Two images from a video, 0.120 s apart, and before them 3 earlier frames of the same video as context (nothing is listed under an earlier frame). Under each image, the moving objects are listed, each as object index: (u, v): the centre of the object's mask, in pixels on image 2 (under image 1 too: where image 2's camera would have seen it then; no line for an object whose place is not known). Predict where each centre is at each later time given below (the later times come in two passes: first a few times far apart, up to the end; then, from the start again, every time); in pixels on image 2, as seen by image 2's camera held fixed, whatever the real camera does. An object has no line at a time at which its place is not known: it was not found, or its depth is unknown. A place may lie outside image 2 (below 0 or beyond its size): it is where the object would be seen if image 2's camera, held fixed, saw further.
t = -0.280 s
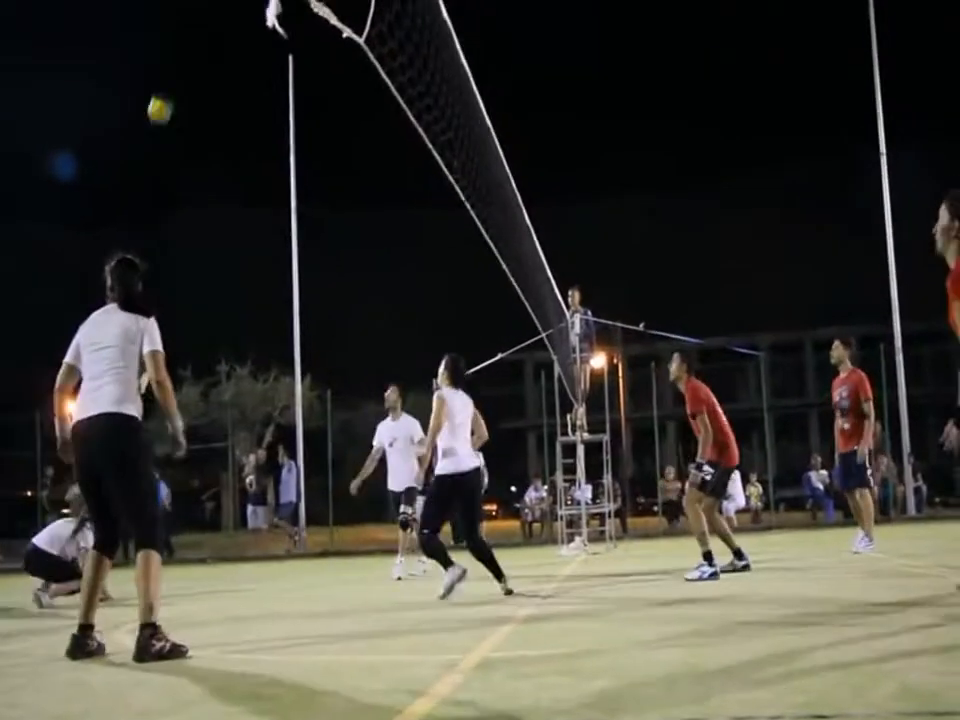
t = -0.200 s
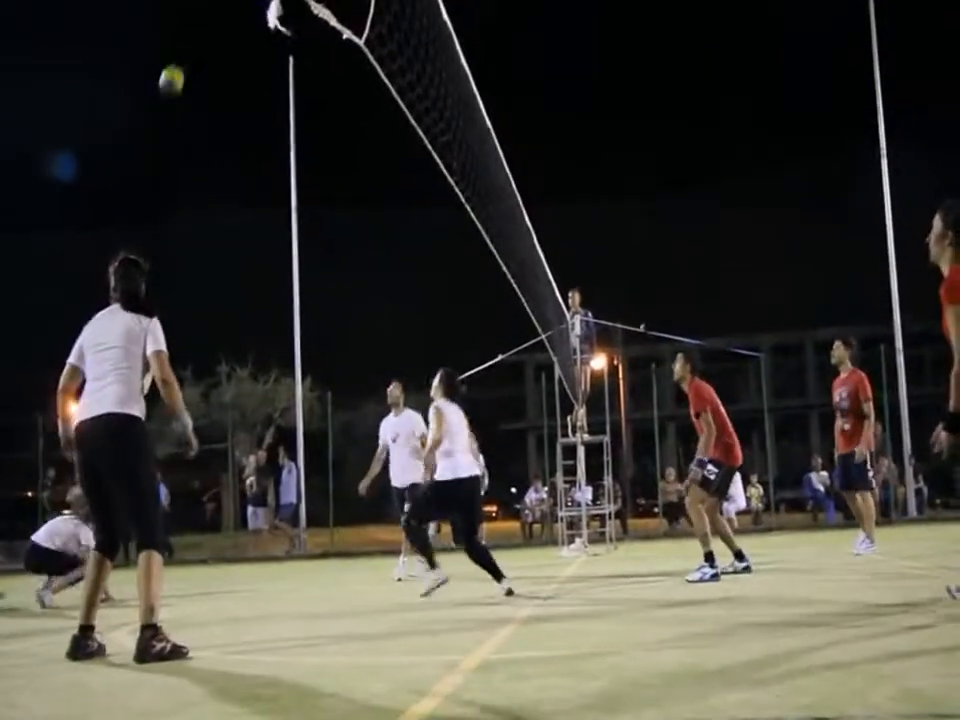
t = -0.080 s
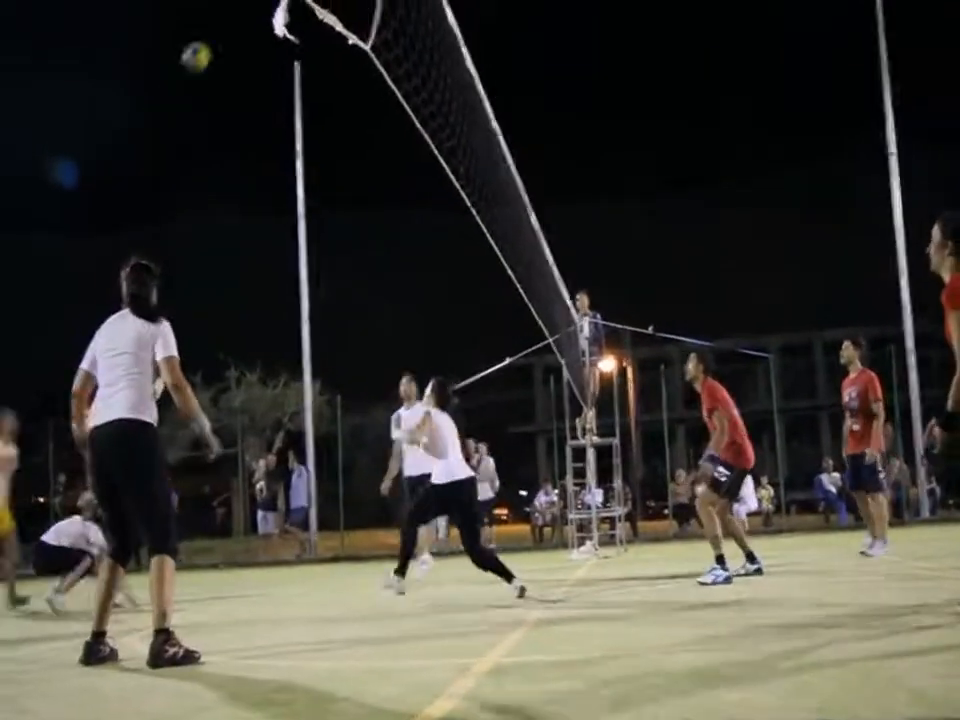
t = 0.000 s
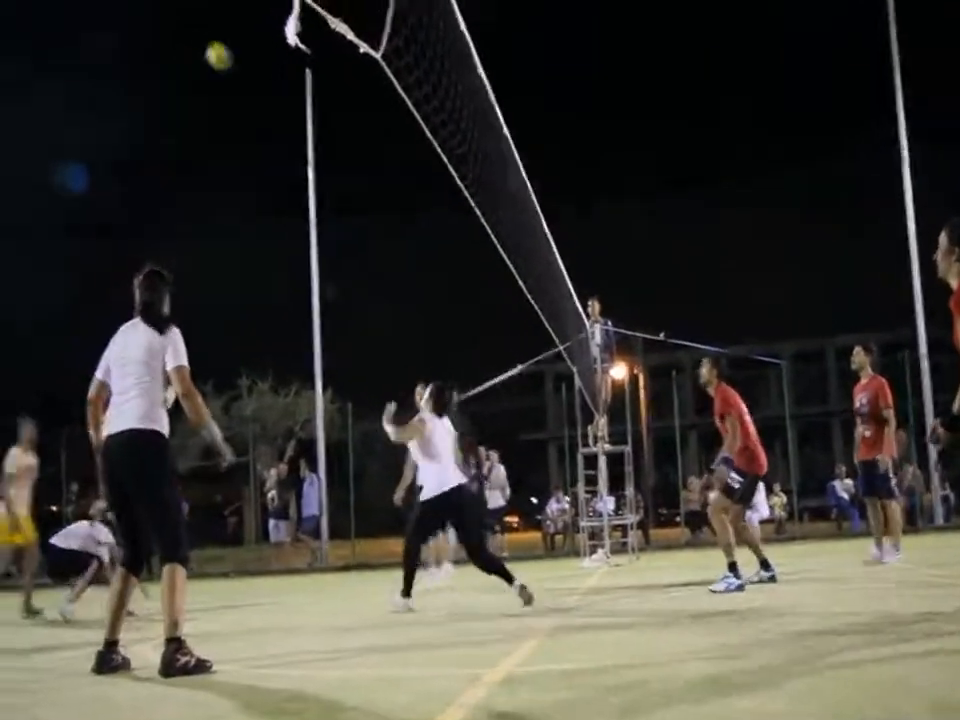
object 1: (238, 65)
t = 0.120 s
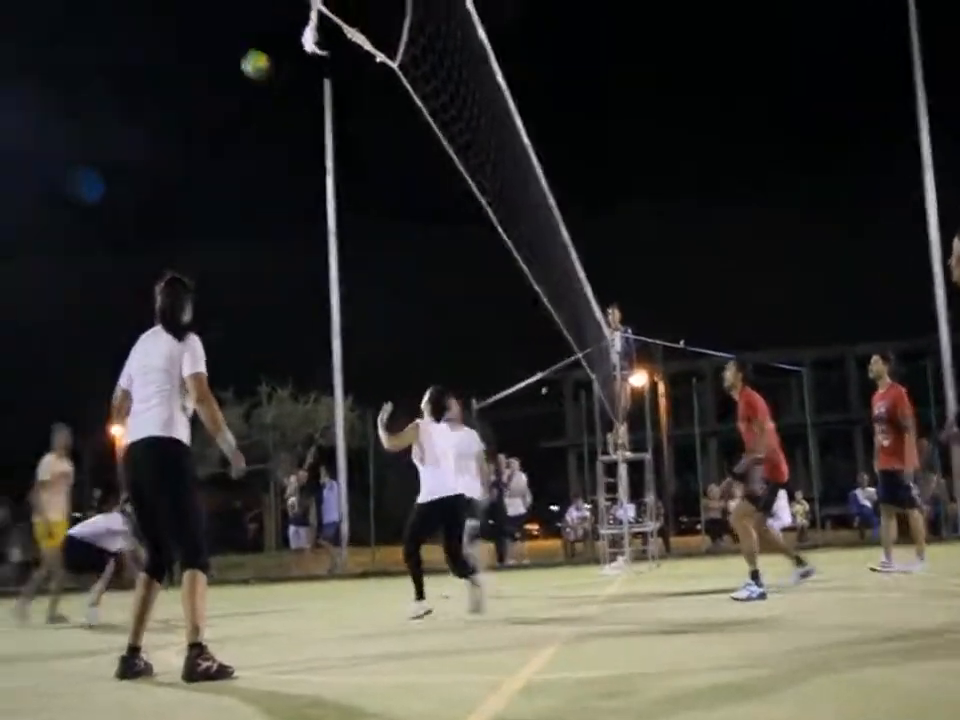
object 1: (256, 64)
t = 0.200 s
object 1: (271, 76)
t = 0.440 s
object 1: (308, 157)
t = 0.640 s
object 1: (347, 297)
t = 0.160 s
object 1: (263, 71)
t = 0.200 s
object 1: (271, 76)
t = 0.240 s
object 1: (273, 83)
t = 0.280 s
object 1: (279, 96)
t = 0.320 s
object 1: (286, 109)
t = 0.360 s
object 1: (292, 122)
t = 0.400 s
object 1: (299, 136)
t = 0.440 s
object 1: (308, 157)
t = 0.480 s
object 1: (314, 180)
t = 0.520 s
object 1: (323, 204)
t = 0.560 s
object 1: (331, 231)
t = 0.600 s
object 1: (342, 265)
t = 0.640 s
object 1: (347, 297)
